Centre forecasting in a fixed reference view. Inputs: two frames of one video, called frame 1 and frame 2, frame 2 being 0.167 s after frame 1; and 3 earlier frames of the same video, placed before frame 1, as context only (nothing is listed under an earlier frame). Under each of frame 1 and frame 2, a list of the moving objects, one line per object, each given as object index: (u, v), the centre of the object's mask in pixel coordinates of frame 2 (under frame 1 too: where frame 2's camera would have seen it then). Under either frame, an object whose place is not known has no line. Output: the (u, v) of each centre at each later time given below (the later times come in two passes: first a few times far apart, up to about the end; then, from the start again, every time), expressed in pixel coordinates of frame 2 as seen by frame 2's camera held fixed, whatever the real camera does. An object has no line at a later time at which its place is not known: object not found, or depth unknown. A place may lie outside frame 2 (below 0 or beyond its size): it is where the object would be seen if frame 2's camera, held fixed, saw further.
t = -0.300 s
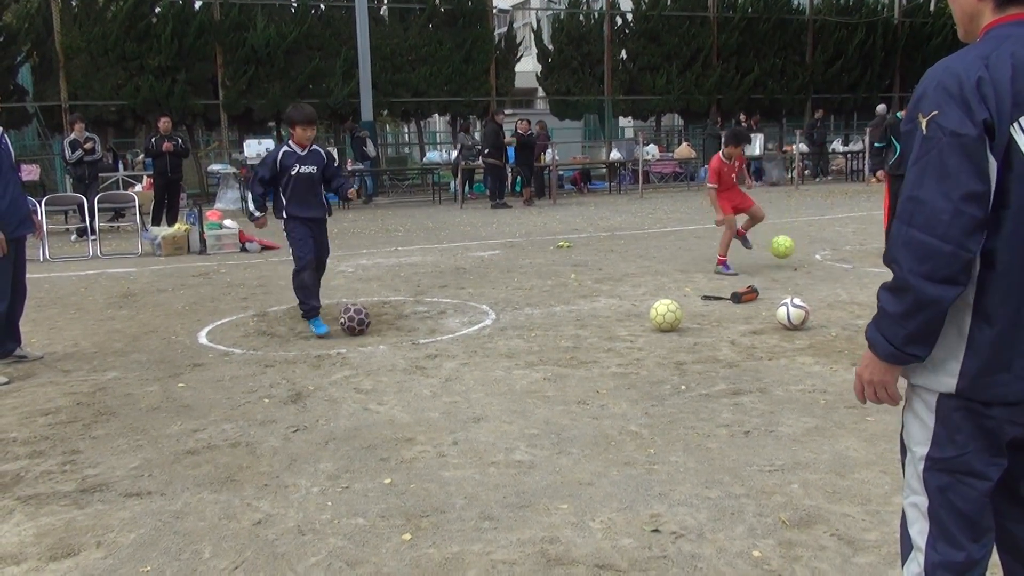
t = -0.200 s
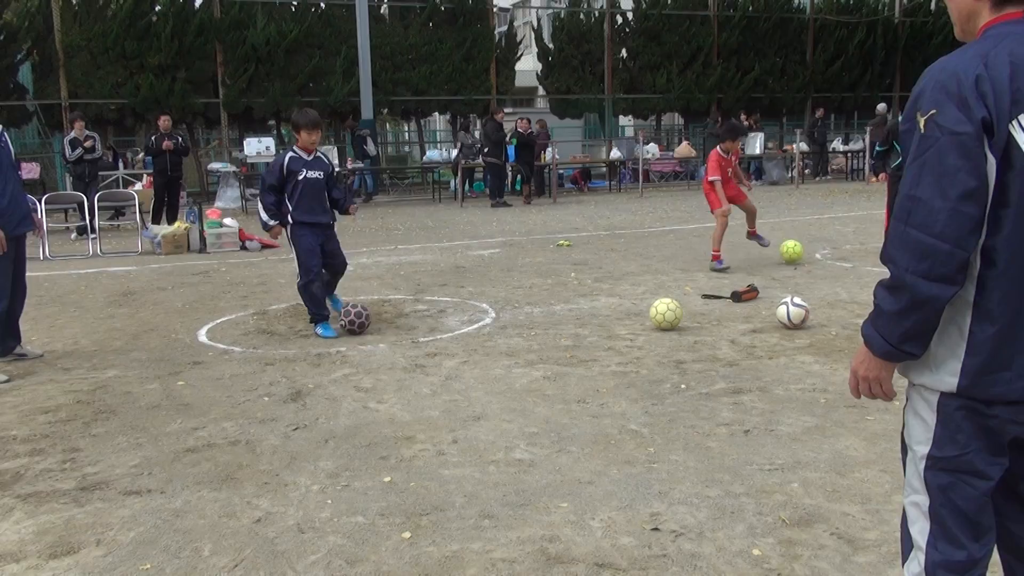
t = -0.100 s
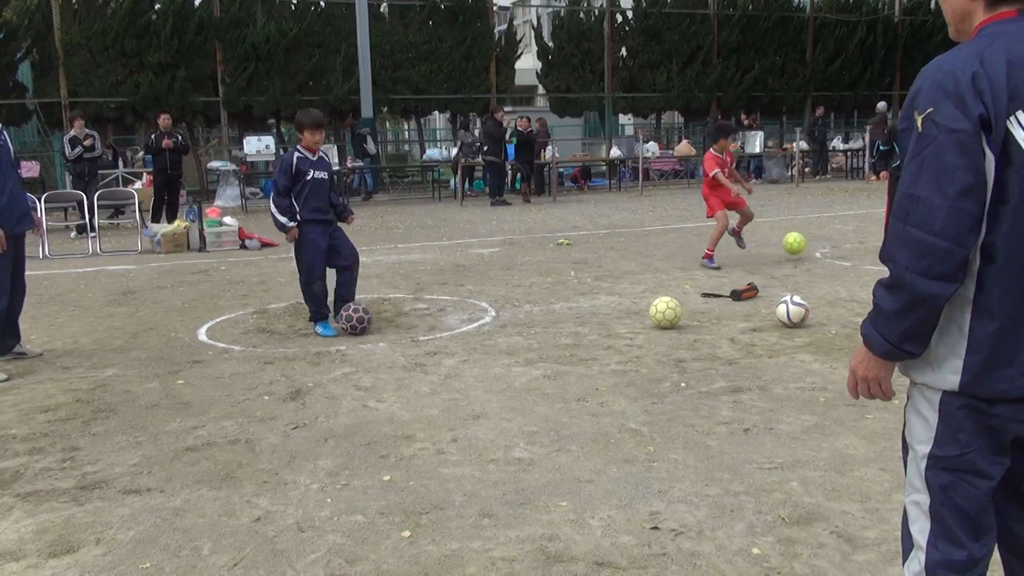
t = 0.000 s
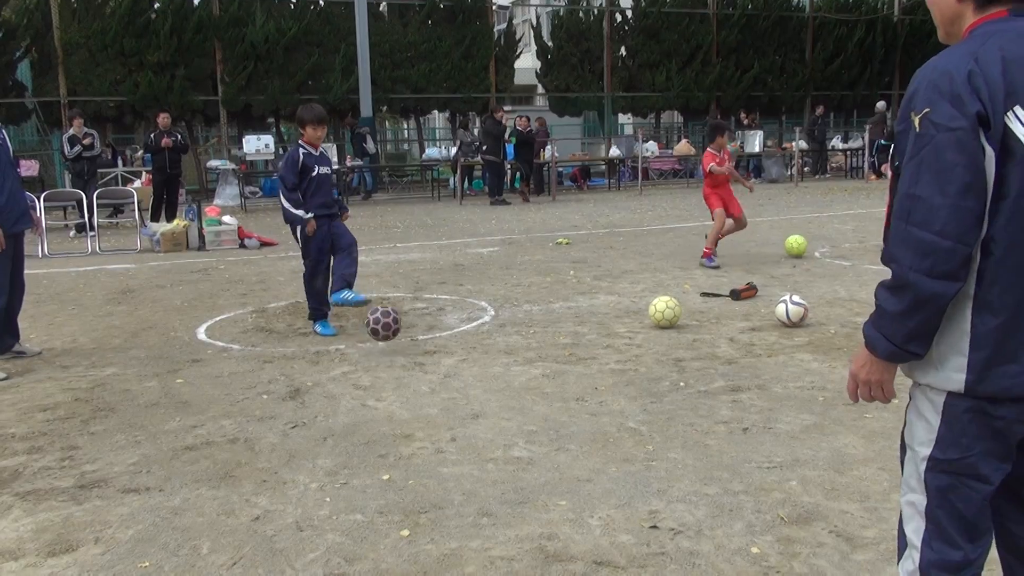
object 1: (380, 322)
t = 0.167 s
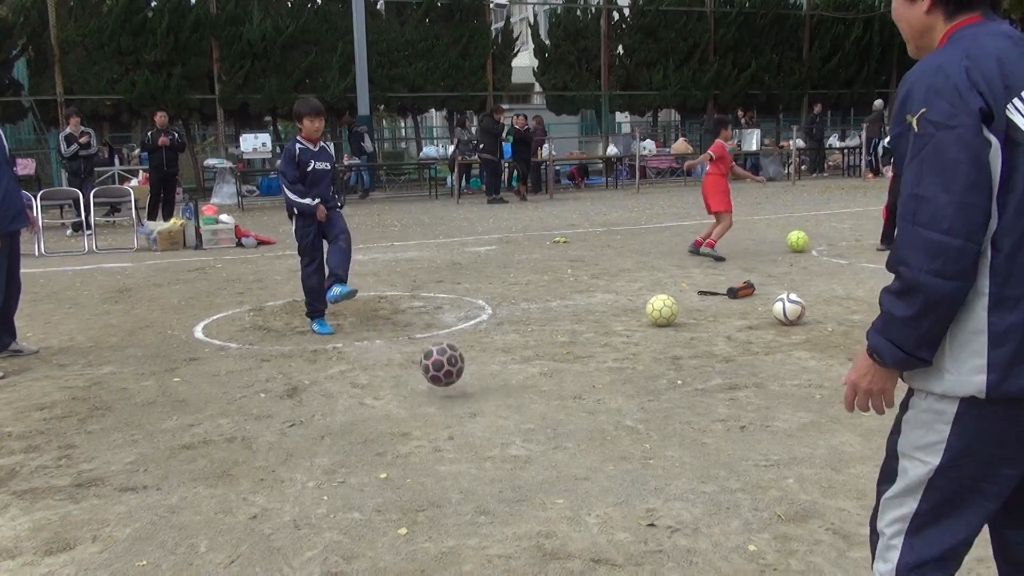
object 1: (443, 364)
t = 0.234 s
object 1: (474, 397)
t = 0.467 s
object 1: (608, 472)
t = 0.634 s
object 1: (764, 555)
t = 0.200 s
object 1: (458, 382)
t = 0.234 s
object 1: (474, 397)
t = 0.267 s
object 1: (490, 404)
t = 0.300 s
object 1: (506, 415)
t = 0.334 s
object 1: (524, 427)
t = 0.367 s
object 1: (542, 433)
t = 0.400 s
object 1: (563, 444)
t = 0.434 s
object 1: (584, 459)
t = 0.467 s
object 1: (608, 472)
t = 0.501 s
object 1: (633, 485)
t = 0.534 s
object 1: (662, 503)
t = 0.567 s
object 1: (693, 527)
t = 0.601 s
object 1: (727, 544)
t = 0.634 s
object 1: (764, 555)
